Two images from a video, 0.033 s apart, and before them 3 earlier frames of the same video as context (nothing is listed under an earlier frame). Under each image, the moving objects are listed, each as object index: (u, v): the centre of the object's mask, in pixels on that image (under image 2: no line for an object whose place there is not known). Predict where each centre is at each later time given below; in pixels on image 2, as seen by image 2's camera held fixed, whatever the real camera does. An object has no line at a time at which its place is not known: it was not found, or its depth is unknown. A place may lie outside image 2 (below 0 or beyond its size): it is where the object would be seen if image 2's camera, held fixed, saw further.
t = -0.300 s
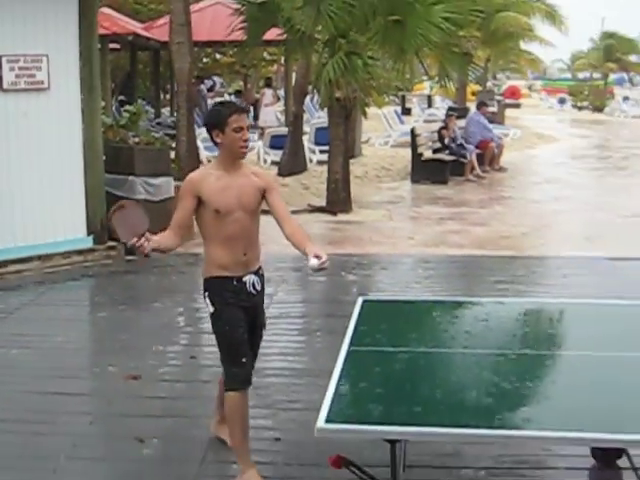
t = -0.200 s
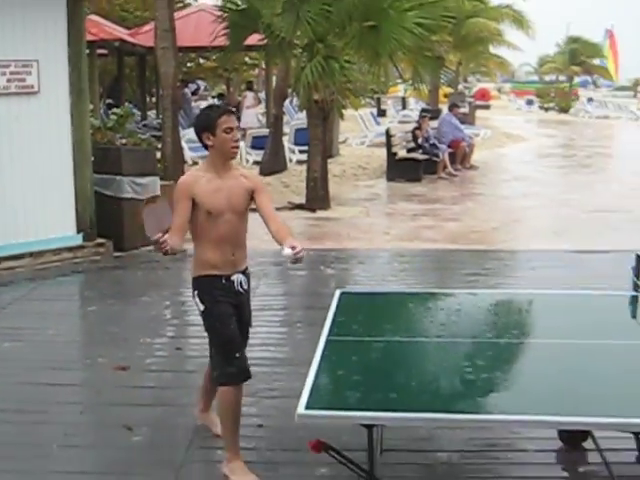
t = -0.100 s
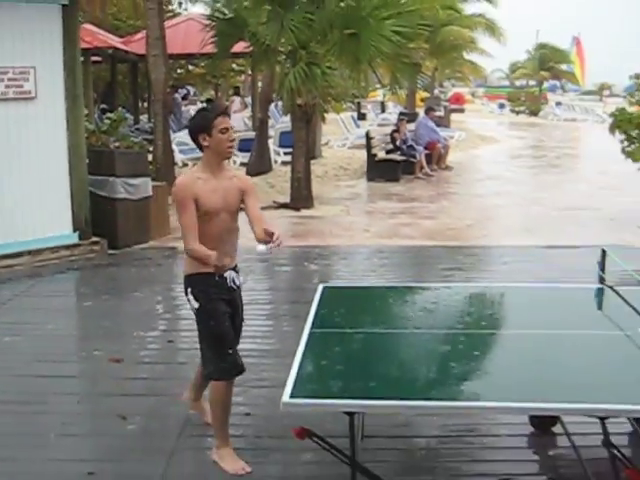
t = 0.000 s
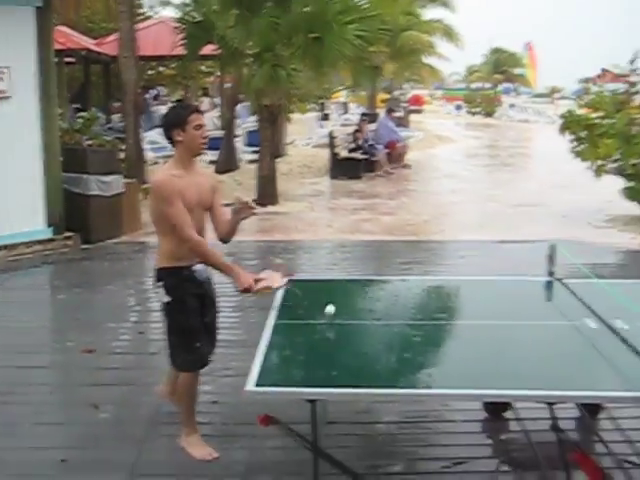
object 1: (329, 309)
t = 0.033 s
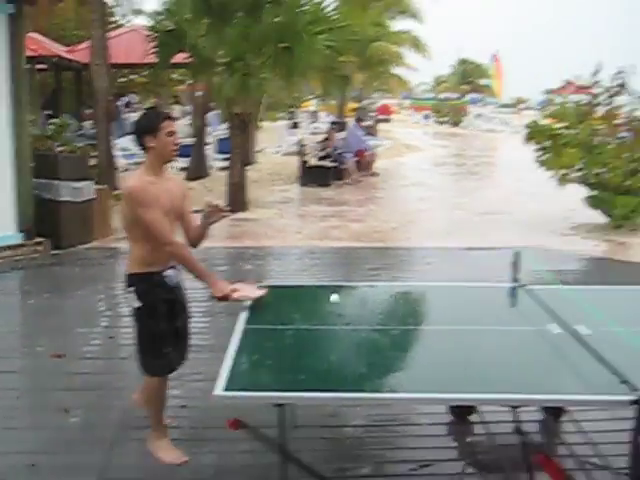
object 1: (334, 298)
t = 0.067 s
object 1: (369, 283)
